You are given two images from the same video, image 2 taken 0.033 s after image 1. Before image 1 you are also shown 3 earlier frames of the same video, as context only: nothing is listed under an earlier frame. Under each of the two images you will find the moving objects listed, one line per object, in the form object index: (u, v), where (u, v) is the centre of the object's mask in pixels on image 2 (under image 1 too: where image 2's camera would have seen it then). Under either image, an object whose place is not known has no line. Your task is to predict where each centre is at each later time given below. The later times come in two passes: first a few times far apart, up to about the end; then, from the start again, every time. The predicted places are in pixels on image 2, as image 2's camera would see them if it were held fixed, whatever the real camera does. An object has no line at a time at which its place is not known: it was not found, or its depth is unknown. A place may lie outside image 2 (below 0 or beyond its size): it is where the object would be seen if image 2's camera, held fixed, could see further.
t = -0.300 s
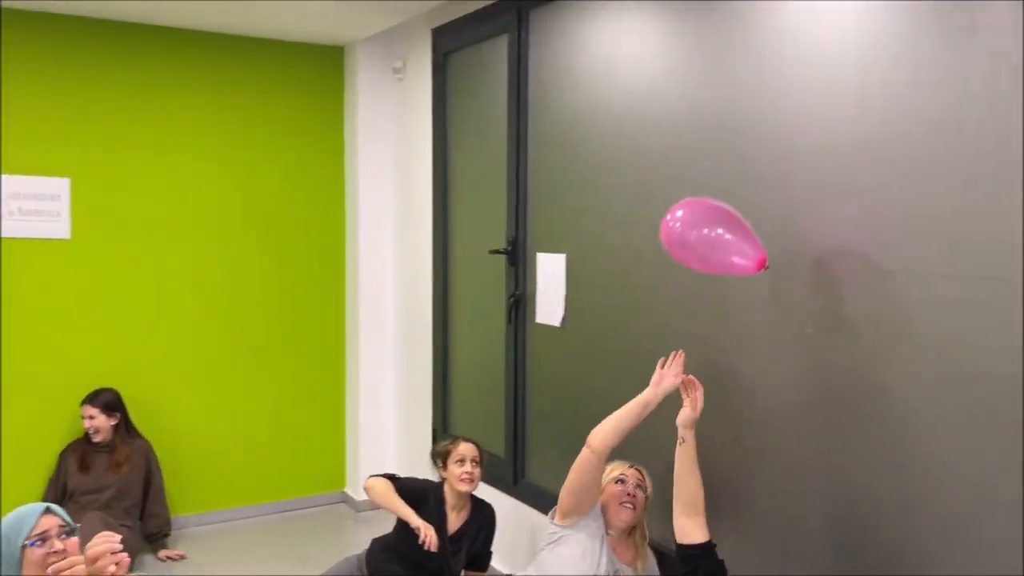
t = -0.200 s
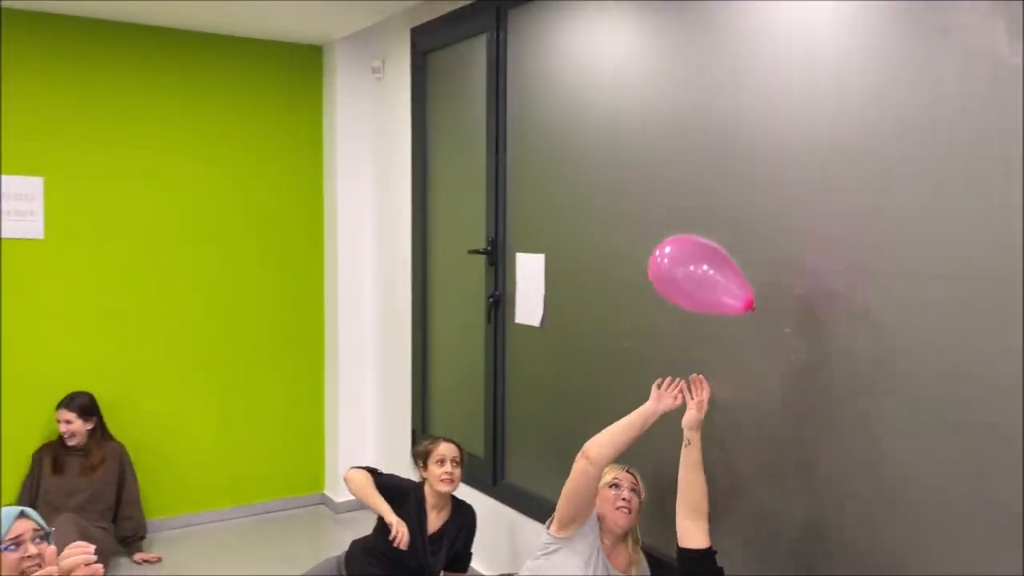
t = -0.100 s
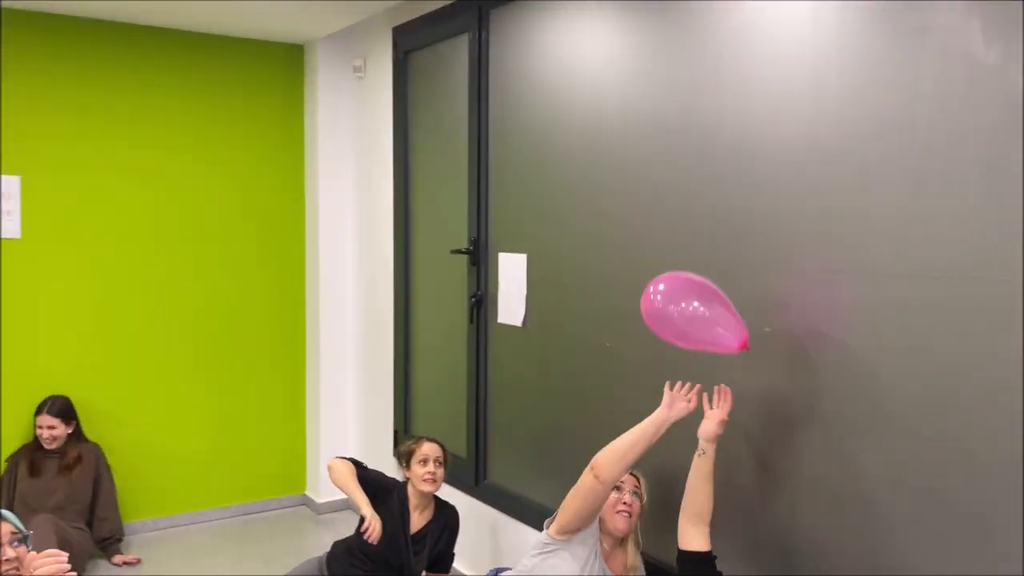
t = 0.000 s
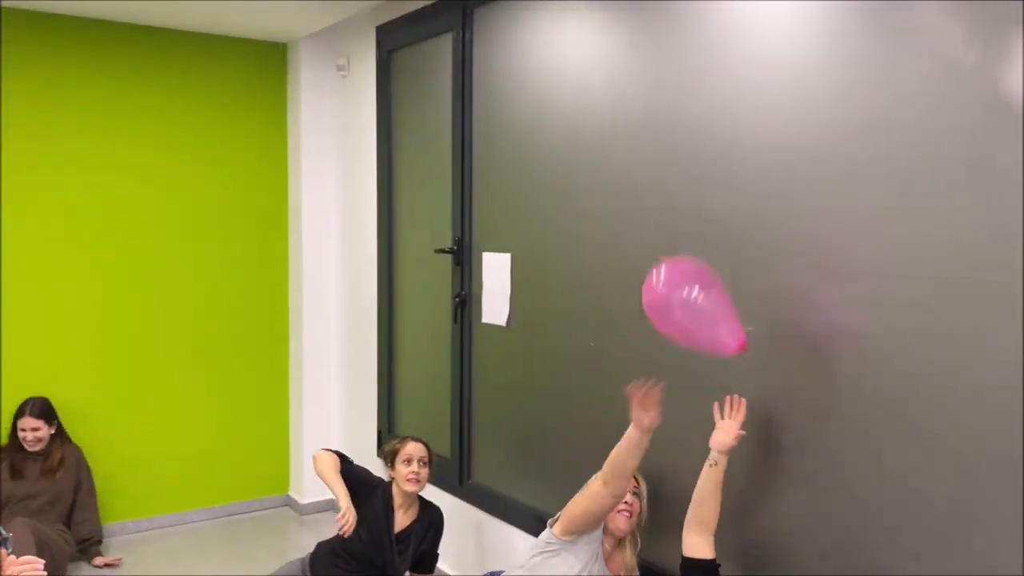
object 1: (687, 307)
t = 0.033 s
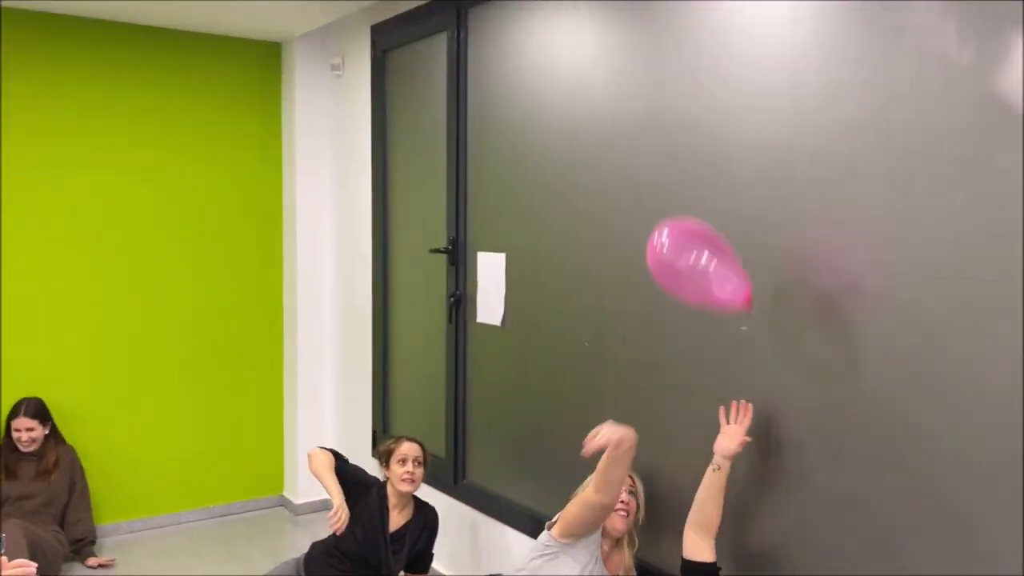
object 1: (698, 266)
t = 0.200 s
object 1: (753, 111)
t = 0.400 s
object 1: (788, 43)
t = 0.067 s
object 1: (708, 226)
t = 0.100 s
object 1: (720, 191)
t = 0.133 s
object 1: (732, 160)
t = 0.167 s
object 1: (745, 132)
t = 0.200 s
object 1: (753, 111)
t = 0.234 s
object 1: (762, 92)
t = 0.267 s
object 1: (768, 79)
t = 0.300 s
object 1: (774, 66)
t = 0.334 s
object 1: (778, 57)
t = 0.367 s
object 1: (784, 48)
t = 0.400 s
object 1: (788, 43)
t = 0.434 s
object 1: (792, 37)
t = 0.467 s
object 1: (795, 33)
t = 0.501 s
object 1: (798, 29)
